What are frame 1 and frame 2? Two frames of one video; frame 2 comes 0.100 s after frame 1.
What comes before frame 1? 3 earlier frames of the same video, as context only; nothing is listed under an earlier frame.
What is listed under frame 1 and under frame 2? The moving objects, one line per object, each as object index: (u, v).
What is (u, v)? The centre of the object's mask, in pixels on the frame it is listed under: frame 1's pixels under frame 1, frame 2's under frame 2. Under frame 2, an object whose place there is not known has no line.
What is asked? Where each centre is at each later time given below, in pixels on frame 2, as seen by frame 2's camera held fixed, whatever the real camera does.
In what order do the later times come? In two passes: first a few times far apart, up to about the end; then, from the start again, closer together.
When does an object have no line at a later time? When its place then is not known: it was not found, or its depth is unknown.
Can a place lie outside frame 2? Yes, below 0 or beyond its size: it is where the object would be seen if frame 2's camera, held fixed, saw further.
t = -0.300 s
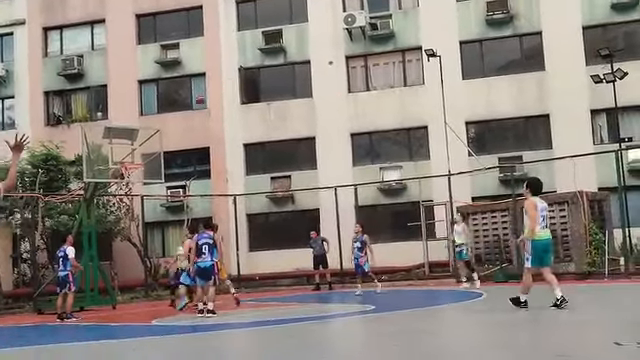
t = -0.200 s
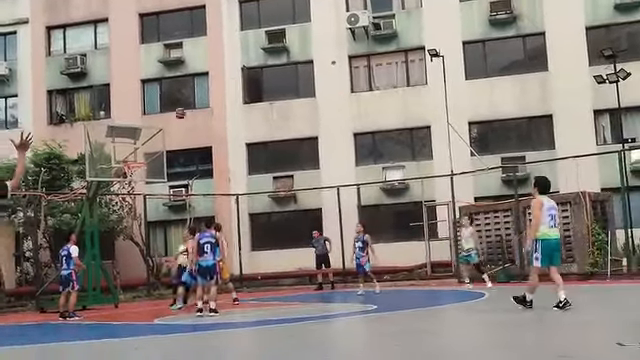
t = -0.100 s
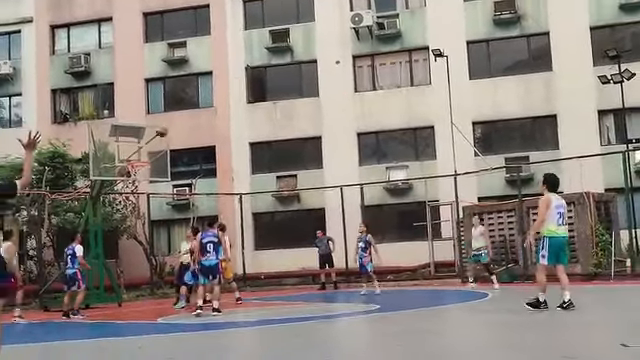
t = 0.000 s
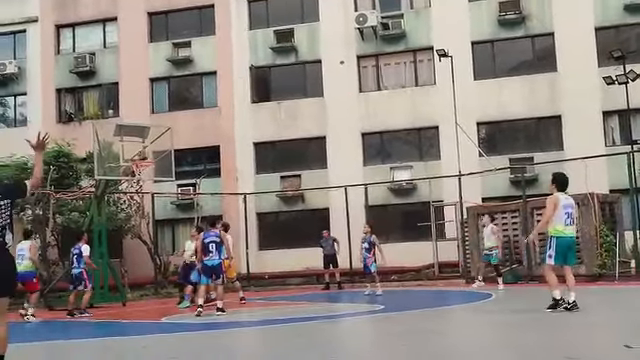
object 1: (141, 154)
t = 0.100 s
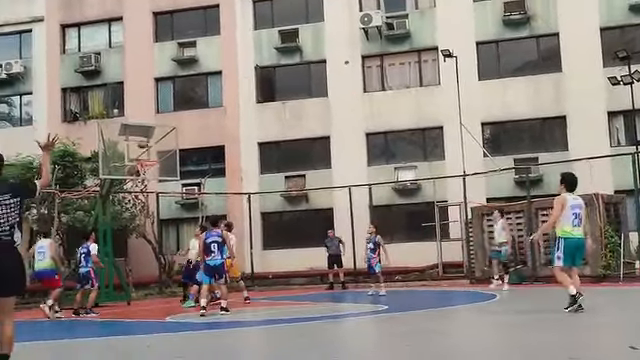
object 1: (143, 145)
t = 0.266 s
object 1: (140, 114)
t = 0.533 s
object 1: (138, 91)
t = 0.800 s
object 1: (136, 103)
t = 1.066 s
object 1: (134, 158)
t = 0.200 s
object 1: (141, 124)
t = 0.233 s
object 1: (141, 119)
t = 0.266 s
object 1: (140, 114)
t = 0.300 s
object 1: (140, 109)
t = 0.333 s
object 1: (140, 105)
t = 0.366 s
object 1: (139, 102)
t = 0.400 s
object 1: (139, 99)
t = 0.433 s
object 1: (139, 96)
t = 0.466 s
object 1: (138, 94)
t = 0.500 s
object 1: (138, 92)
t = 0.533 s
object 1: (138, 91)
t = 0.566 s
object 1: (137, 91)
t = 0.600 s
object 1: (137, 91)
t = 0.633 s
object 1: (137, 91)
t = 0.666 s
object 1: (136, 93)
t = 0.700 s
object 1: (136, 94)
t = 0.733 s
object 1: (136, 97)
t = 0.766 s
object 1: (136, 100)
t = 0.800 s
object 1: (136, 103)
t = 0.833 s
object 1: (134, 107)
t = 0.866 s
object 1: (134, 112)
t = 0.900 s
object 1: (136, 118)
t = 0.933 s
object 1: (135, 120)
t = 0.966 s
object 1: (135, 132)
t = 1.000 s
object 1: (135, 140)
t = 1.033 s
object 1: (134, 147)
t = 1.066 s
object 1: (134, 158)
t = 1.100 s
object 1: (135, 168)
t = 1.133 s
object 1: (134, 177)
